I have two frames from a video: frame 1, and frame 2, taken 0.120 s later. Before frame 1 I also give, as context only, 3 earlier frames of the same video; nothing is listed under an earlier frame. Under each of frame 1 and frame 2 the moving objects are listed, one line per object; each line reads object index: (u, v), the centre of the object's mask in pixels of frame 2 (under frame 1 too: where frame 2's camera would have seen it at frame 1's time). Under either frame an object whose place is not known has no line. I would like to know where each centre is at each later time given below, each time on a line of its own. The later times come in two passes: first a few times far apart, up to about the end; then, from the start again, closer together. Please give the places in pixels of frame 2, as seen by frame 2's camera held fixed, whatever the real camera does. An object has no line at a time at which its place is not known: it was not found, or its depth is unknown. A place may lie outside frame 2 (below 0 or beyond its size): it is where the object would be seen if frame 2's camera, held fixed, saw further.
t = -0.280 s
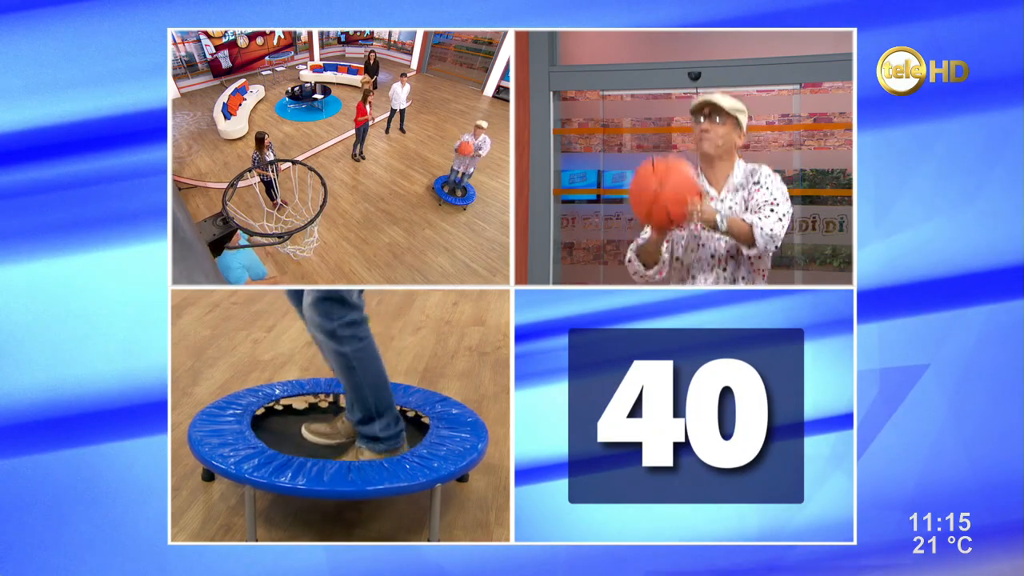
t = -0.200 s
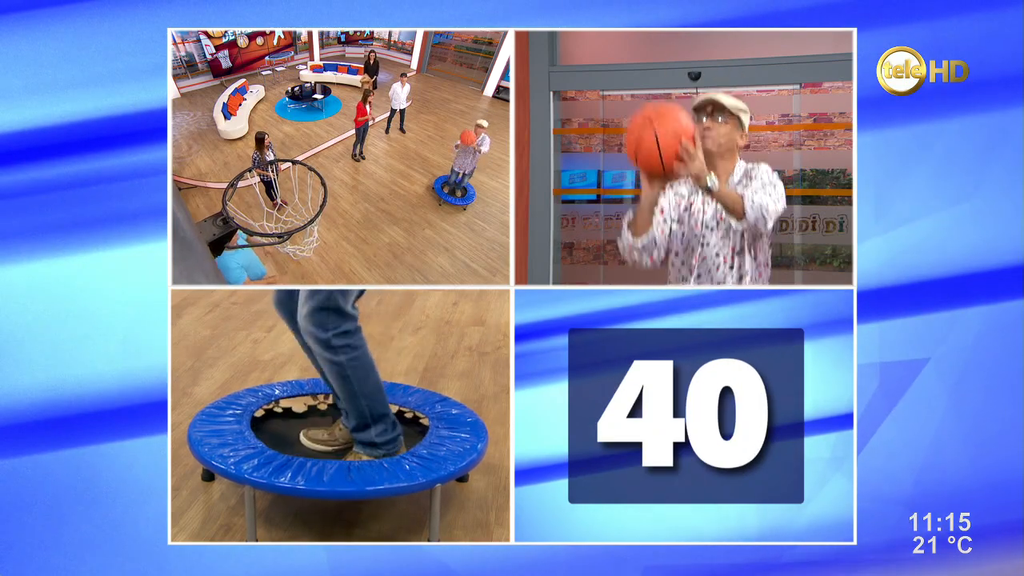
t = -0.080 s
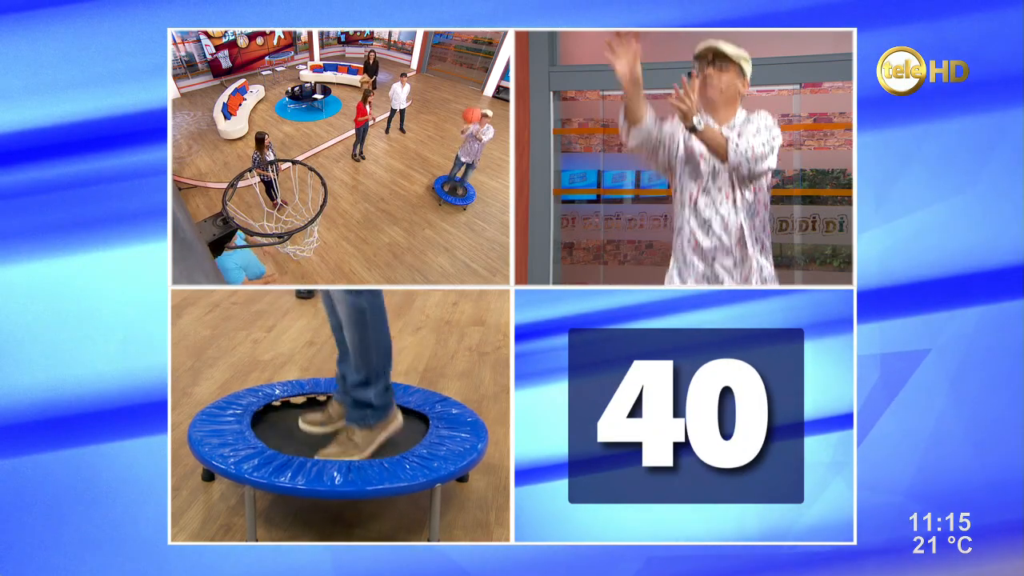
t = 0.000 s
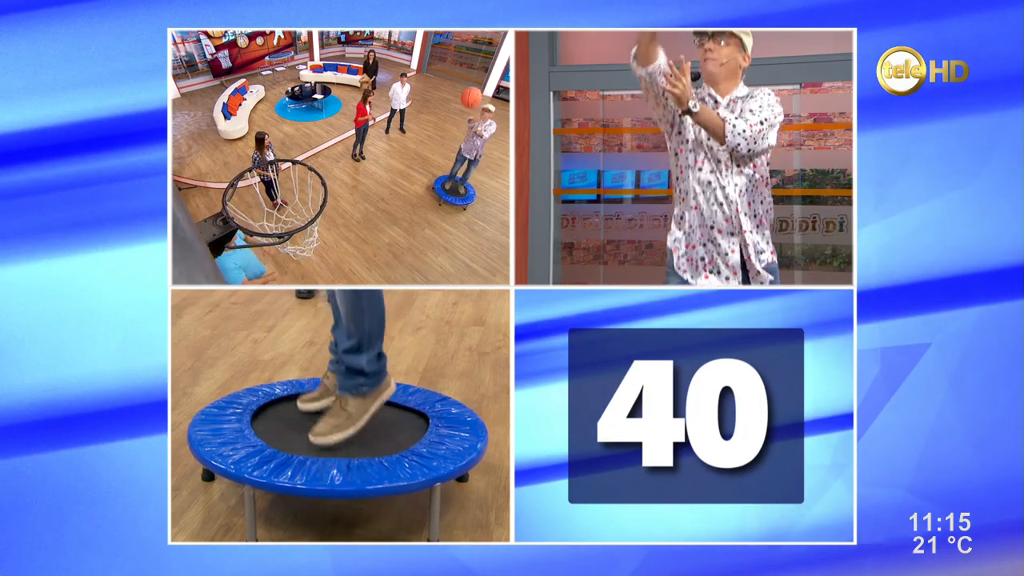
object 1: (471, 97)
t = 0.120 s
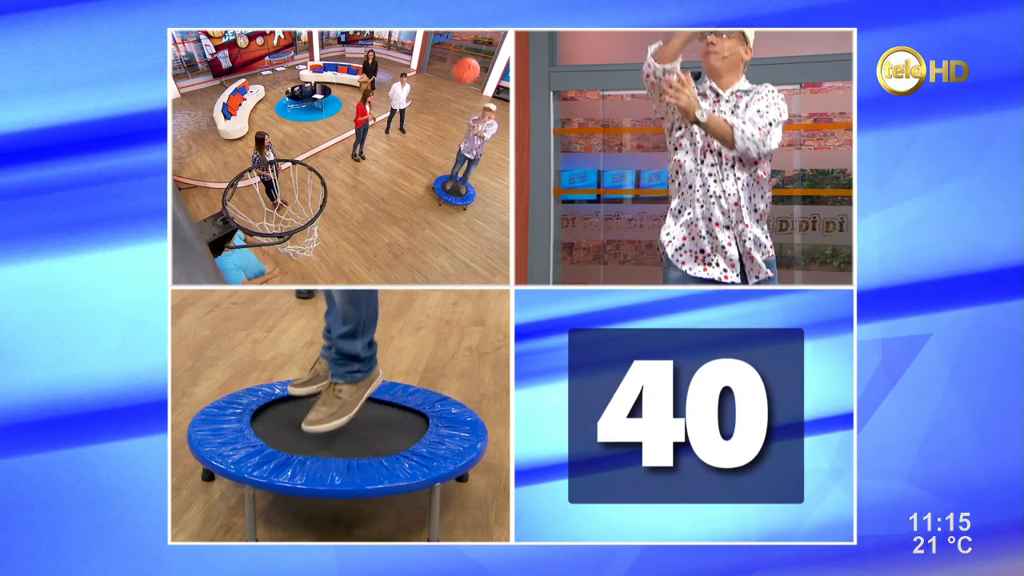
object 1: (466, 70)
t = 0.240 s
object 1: (452, 47)
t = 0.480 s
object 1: (377, 51)
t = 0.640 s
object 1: (273, 136)
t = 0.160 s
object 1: (463, 62)
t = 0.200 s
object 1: (458, 54)
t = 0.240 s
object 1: (452, 47)
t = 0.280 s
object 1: (446, 45)
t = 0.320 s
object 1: (437, 43)
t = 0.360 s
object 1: (426, 42)
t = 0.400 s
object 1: (412, 43)
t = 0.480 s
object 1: (377, 51)
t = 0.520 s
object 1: (357, 61)
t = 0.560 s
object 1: (331, 80)
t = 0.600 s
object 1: (303, 104)
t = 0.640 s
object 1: (273, 136)
